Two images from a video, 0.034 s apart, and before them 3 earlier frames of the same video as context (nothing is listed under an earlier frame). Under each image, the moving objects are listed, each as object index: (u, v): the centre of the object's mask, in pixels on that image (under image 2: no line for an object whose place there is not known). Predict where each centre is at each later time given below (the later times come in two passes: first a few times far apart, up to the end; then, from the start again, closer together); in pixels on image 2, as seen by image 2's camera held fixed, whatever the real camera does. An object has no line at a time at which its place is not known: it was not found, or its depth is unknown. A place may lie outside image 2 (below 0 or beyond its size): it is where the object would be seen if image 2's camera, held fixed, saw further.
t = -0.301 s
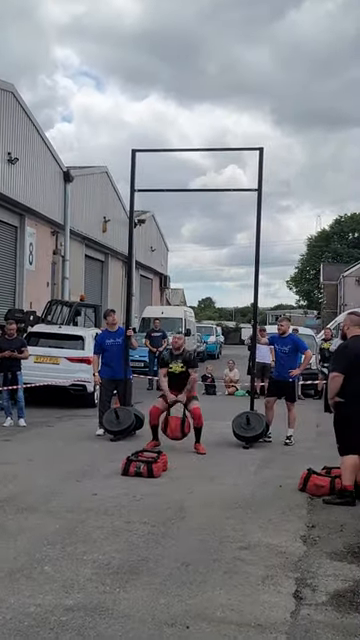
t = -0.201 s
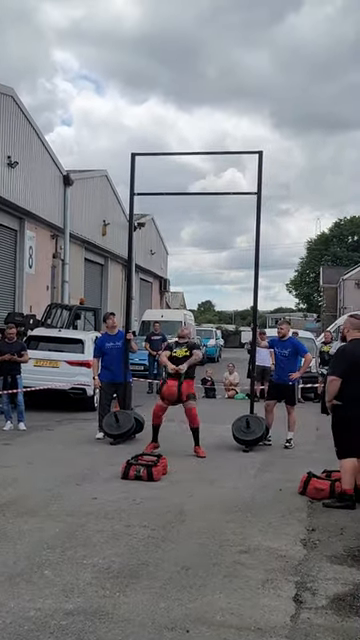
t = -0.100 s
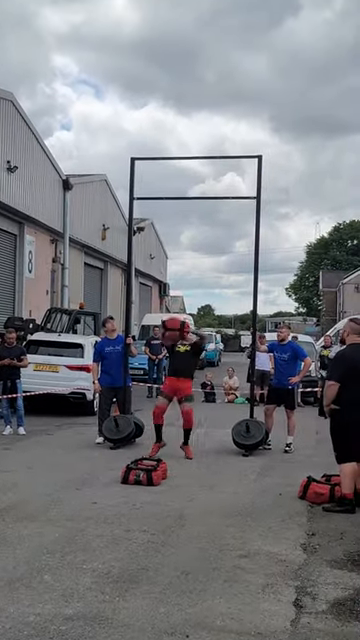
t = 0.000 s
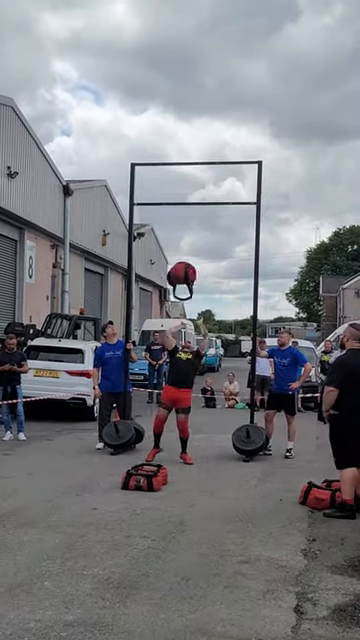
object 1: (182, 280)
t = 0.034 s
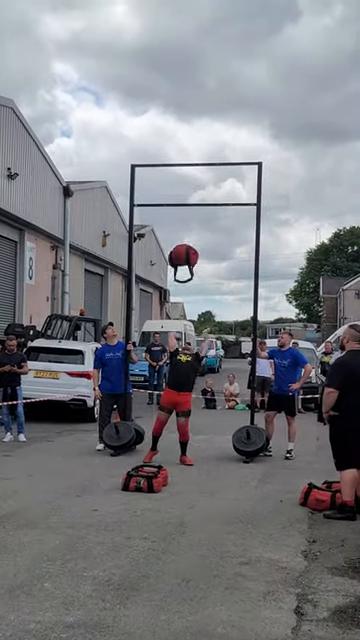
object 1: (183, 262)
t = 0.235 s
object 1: (193, 158)
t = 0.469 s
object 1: (207, 95)
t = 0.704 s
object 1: (218, 82)
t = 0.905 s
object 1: (225, 89)
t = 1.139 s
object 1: (232, 128)
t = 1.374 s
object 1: (240, 213)
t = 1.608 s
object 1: (242, 318)
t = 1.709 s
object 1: (243, 371)
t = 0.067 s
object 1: (184, 242)
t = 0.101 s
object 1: (185, 222)
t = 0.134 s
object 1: (188, 203)
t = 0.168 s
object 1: (190, 187)
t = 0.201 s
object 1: (192, 173)
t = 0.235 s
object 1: (193, 158)
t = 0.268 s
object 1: (194, 143)
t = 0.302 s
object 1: (196, 130)
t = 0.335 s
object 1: (198, 119)
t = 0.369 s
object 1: (201, 110)
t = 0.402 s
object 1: (203, 103)
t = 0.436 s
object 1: (205, 98)
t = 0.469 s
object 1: (207, 95)
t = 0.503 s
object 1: (209, 91)
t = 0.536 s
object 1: (211, 86)
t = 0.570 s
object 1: (212, 82)
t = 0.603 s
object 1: (214, 80)
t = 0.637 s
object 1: (216, 81)
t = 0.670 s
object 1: (217, 81)
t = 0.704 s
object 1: (218, 82)
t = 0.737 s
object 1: (219, 83)
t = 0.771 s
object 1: (220, 83)
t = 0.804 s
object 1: (221, 84)
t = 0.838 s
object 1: (222, 84)
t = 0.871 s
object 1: (224, 85)
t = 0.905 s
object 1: (225, 89)
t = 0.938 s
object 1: (226, 93)
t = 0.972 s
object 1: (227, 98)
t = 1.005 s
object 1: (228, 102)
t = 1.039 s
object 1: (229, 107)
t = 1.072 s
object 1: (230, 112)
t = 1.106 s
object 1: (231, 119)
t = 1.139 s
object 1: (232, 128)
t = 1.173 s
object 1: (234, 139)
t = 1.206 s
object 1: (235, 150)
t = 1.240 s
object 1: (236, 163)
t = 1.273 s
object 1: (237, 175)
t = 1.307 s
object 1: (238, 187)
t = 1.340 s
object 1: (239, 199)
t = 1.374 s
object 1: (240, 213)
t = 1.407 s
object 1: (242, 227)
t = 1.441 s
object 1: (242, 243)
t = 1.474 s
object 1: (243, 259)
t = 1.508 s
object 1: (243, 275)
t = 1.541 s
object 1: (243, 291)
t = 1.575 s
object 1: (243, 304)
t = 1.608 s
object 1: (242, 318)
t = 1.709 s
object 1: (243, 371)
